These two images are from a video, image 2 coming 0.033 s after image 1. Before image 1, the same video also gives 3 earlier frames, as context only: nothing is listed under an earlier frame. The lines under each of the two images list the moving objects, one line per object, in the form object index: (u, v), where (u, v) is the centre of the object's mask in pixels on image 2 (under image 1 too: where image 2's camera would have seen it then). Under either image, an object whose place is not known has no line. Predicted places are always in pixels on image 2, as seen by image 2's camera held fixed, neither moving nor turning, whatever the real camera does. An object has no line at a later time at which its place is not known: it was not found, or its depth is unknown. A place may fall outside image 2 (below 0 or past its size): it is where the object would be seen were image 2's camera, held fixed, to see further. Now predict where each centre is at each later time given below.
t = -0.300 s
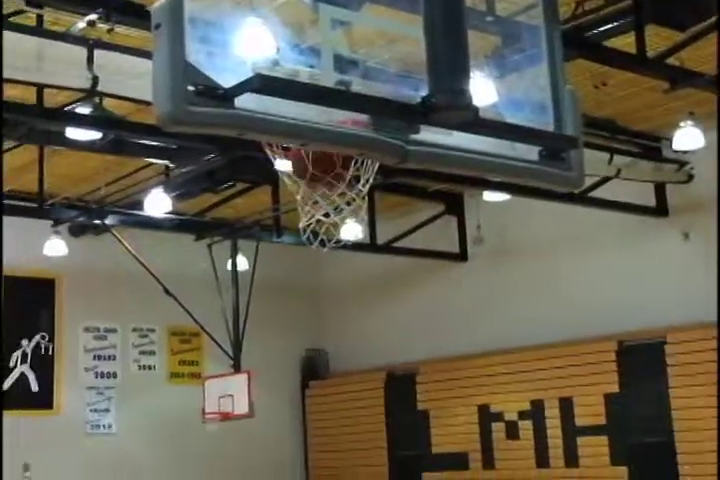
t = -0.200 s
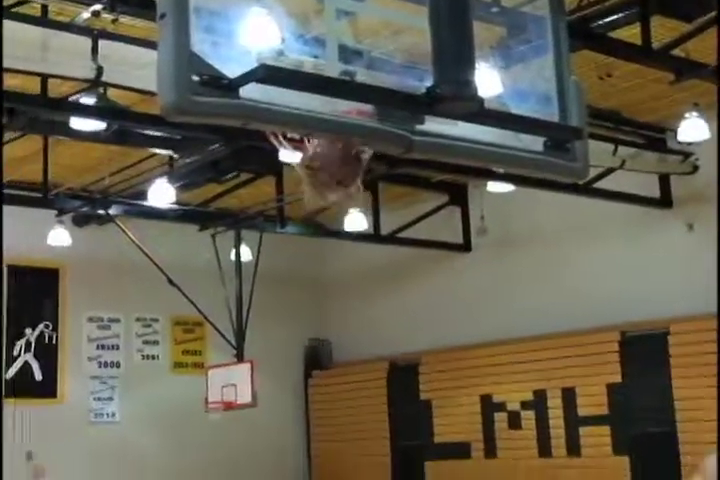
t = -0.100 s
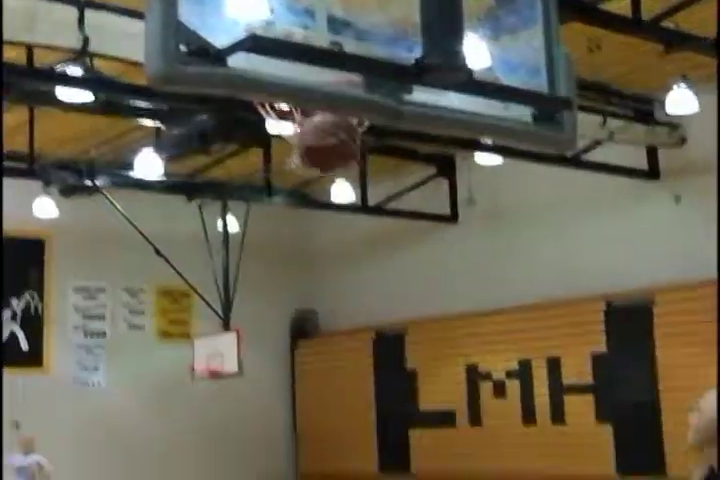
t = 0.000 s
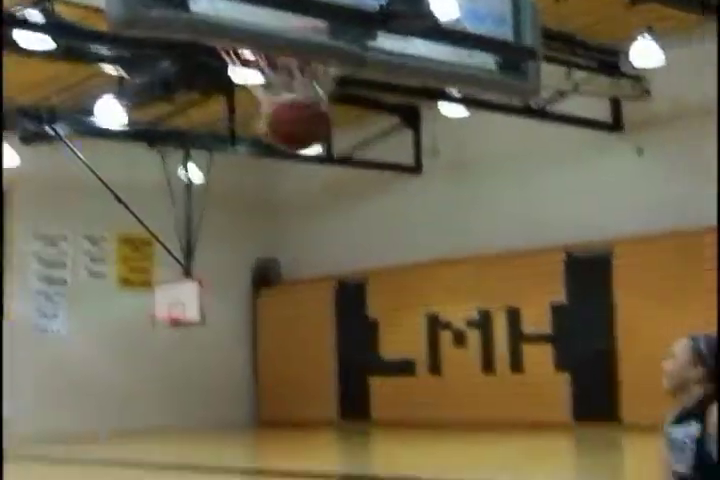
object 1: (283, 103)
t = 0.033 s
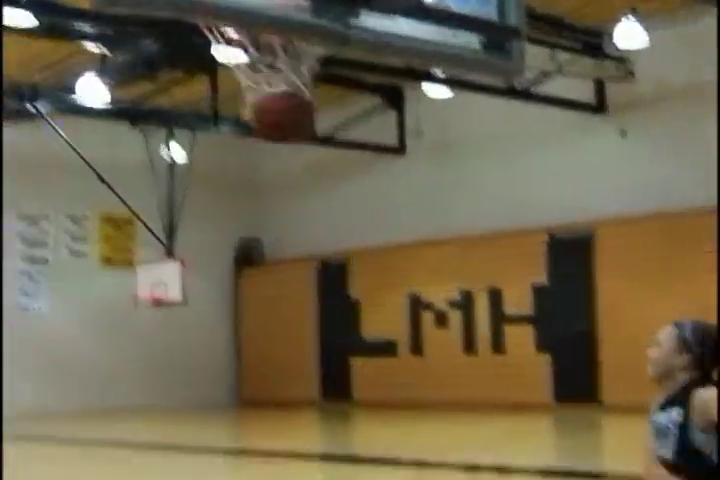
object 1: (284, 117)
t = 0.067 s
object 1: (282, 132)
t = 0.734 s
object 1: (326, 508)
